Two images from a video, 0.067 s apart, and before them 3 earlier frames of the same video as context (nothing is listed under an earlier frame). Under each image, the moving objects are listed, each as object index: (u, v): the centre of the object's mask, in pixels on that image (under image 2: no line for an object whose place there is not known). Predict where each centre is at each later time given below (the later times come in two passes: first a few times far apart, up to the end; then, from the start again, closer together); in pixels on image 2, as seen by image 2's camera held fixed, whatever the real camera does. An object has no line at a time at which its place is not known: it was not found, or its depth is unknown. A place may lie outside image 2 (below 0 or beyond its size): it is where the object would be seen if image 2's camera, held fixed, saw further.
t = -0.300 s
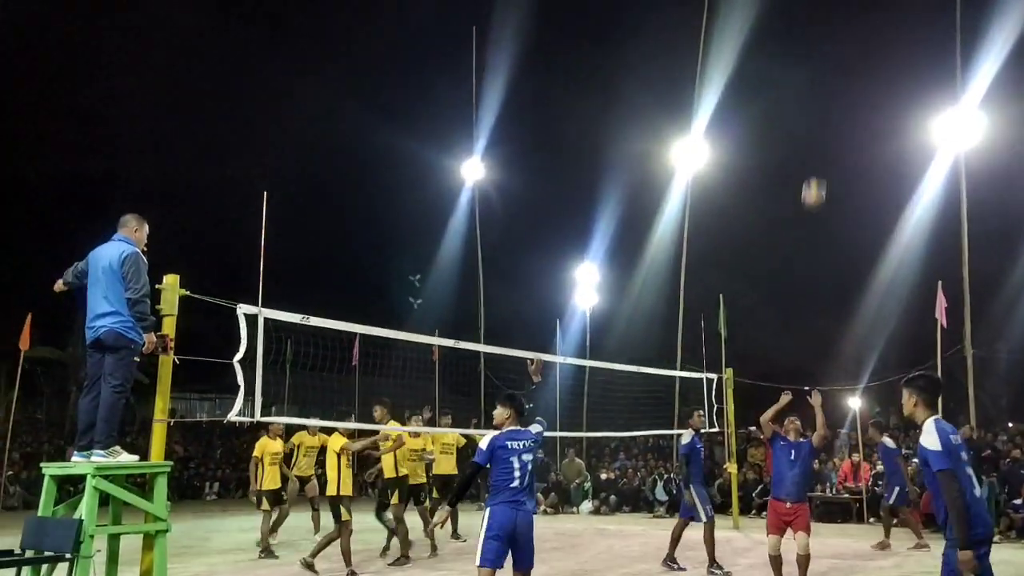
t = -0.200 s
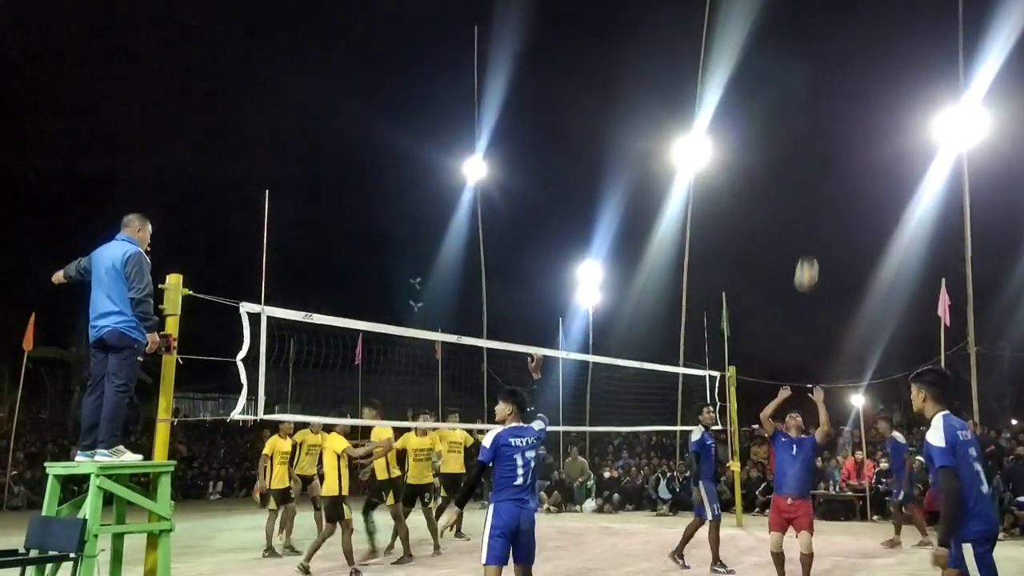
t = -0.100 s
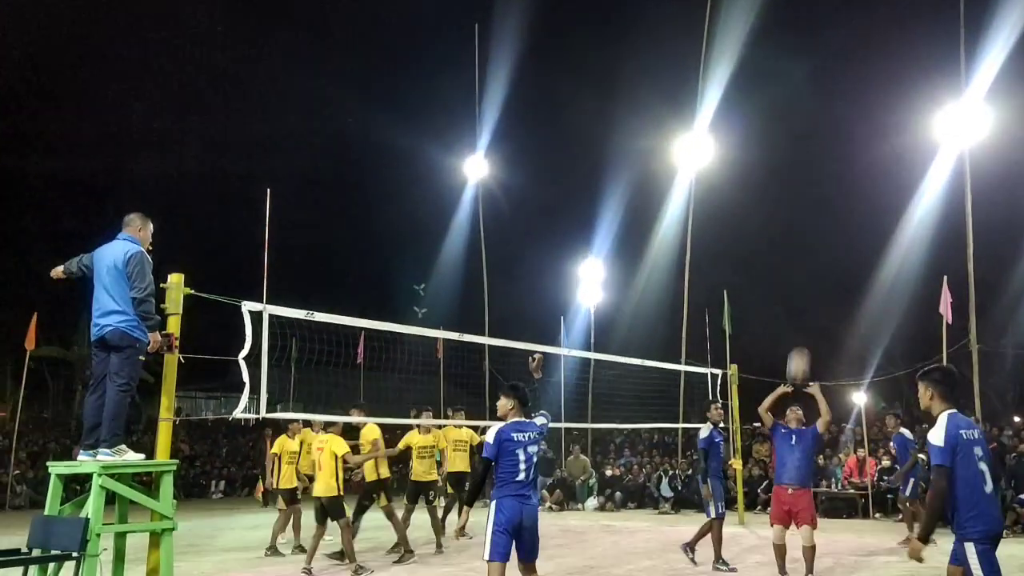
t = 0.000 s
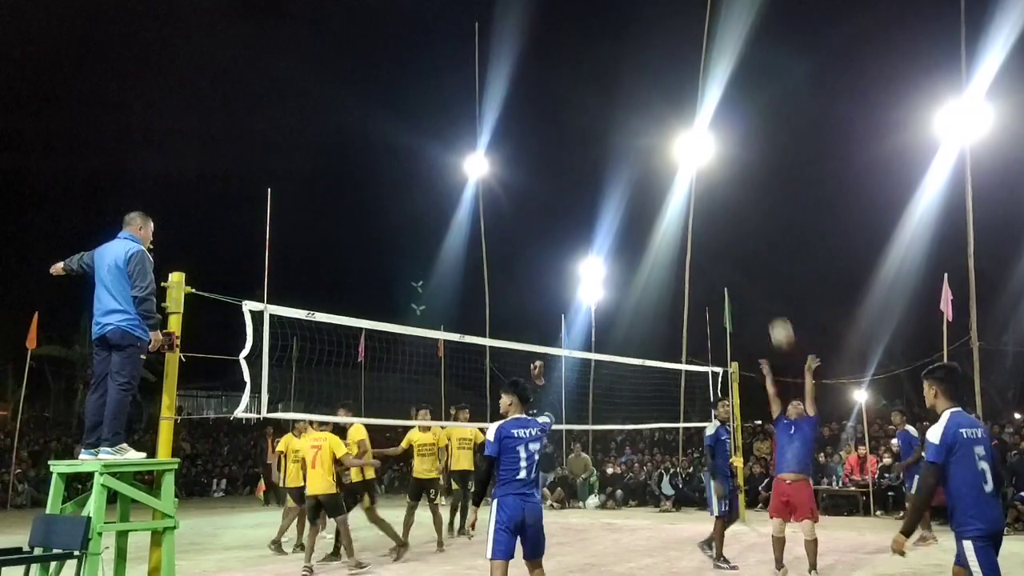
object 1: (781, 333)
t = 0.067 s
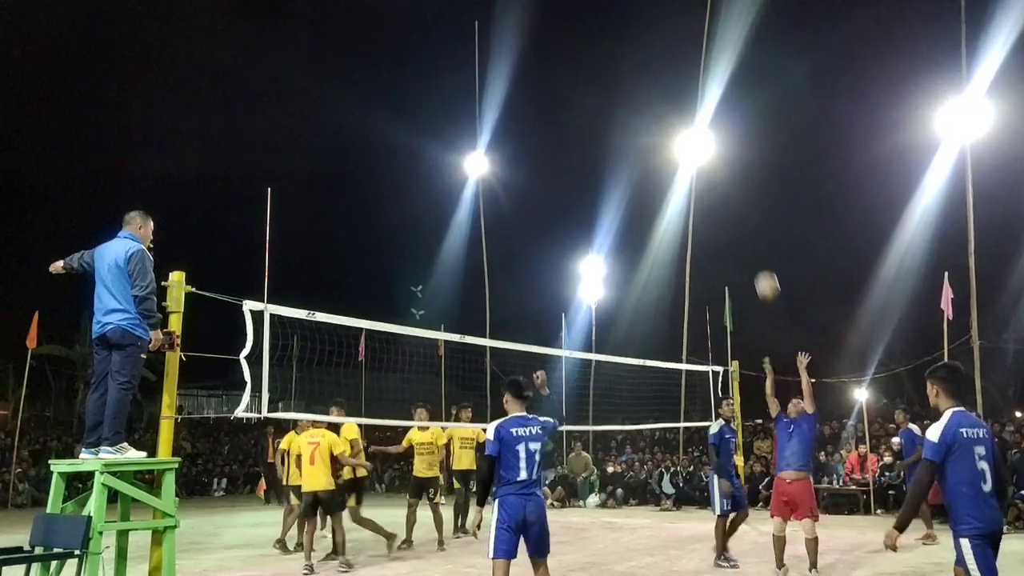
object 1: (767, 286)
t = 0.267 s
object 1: (725, 175)
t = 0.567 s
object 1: (667, 82)
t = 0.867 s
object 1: (612, 76)
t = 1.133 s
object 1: (562, 147)
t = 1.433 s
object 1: (507, 322)
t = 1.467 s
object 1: (500, 351)
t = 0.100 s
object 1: (760, 265)
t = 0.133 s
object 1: (753, 245)
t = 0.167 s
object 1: (745, 225)
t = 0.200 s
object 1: (738, 207)
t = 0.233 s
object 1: (732, 191)
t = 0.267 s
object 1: (725, 175)
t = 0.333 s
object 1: (719, 144)
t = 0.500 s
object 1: (680, 95)
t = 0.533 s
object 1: (673, 88)
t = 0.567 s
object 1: (667, 82)
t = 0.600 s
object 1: (661, 77)
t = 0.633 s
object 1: (655, 73)
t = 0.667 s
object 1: (649, 70)
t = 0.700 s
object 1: (642, 69)
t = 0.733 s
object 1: (636, 68)
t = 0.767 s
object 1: (630, 68)
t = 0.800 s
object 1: (624, 69)
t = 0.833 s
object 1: (617, 72)
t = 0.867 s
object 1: (612, 76)
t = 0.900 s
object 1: (605, 80)
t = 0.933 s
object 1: (599, 86)
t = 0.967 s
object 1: (593, 93)
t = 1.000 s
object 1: (587, 102)
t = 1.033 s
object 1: (581, 112)
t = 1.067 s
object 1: (575, 122)
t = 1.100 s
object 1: (569, 134)
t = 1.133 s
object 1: (562, 147)
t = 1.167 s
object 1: (556, 162)
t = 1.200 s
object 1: (550, 177)
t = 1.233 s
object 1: (544, 194)
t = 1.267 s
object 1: (538, 212)
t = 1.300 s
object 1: (532, 232)
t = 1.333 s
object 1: (526, 253)
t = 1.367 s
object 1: (520, 275)
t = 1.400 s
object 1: (513, 298)
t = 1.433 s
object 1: (507, 322)
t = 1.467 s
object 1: (500, 351)
